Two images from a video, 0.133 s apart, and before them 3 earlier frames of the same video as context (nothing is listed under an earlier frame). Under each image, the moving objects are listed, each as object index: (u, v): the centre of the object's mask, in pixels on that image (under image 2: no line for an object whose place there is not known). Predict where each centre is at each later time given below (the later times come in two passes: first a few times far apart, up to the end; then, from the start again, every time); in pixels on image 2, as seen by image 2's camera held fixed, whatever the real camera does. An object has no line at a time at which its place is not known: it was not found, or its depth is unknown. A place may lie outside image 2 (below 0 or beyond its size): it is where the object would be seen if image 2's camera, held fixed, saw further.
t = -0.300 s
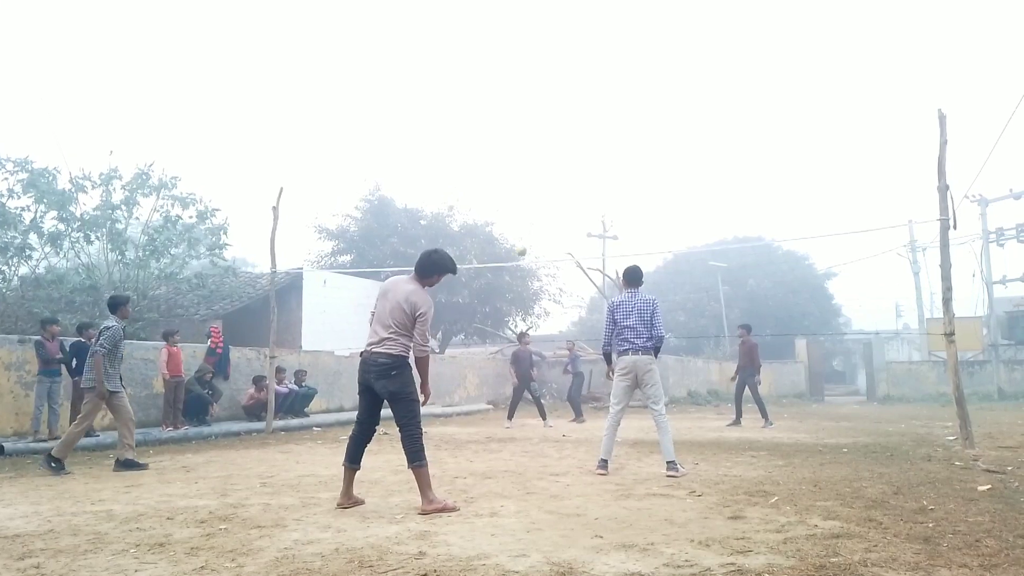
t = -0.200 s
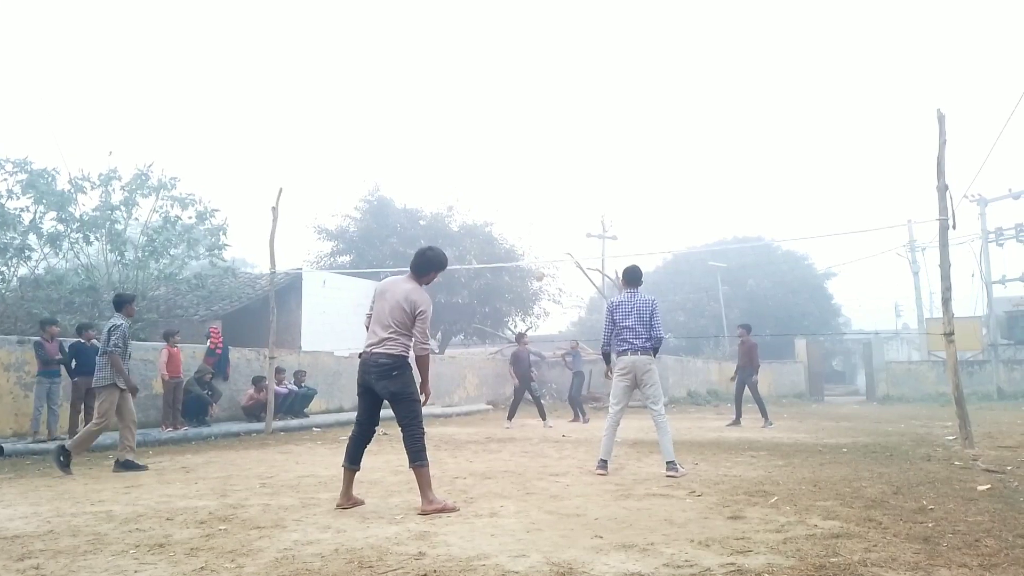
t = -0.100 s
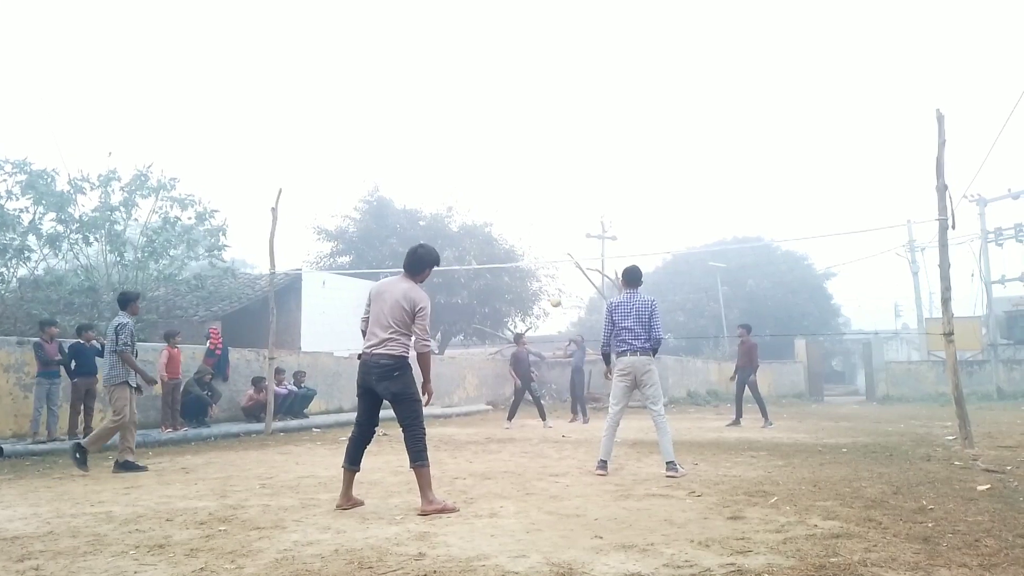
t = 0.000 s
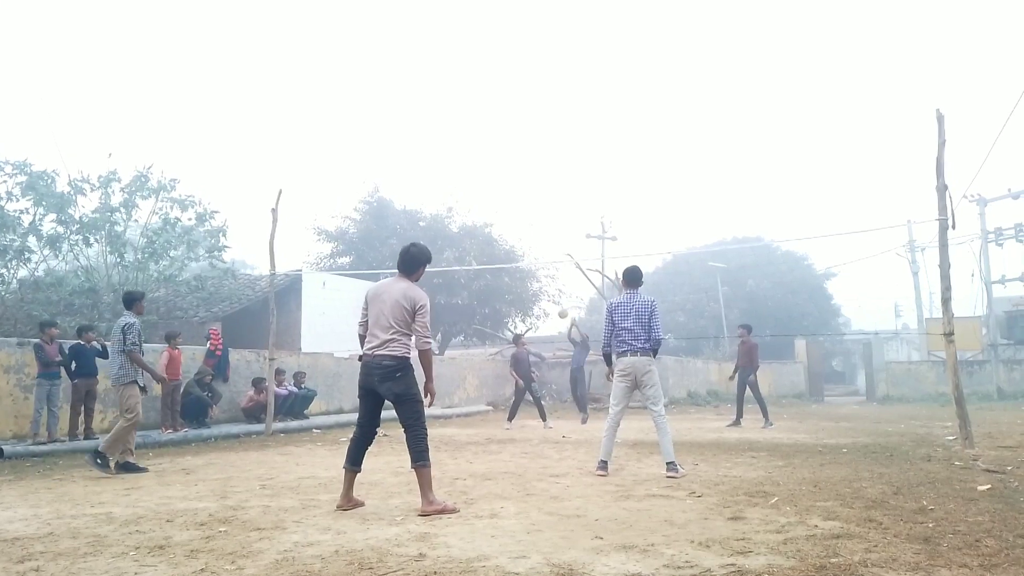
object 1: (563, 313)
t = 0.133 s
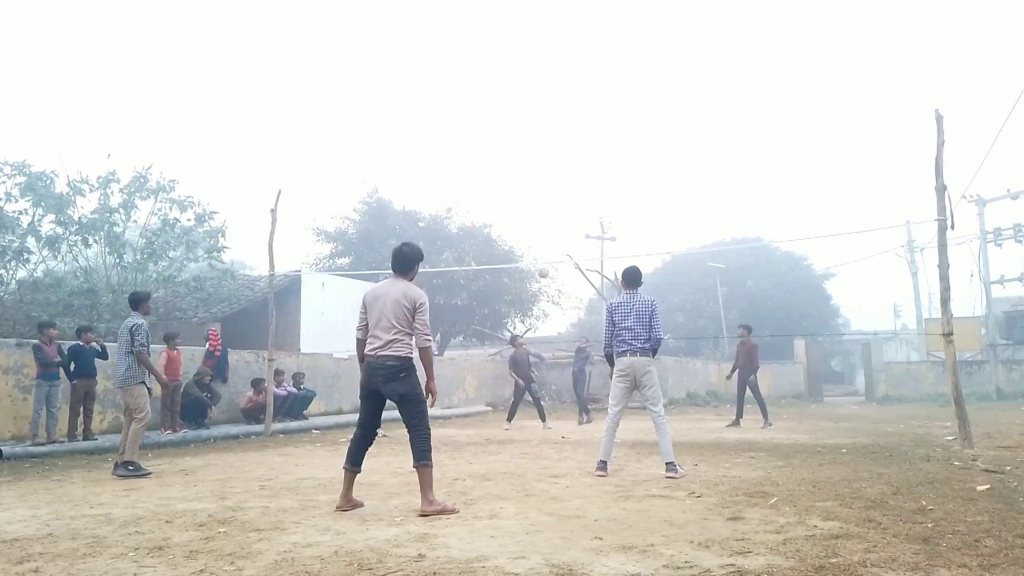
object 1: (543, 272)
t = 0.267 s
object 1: (520, 237)
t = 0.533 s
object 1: (455, 184)
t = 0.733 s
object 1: (382, 172)
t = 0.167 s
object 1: (538, 263)
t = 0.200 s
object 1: (532, 254)
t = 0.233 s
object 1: (526, 245)
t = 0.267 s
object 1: (520, 237)
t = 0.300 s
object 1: (513, 228)
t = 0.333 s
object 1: (506, 221)
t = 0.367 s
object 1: (499, 213)
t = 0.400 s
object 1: (491, 206)
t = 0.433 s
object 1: (483, 200)
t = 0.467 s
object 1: (474, 194)
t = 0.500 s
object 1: (465, 189)
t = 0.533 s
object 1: (455, 184)
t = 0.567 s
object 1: (445, 180)
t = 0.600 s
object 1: (434, 177)
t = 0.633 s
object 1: (422, 174)
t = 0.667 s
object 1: (410, 172)
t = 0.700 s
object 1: (396, 172)
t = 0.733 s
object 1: (382, 172)
